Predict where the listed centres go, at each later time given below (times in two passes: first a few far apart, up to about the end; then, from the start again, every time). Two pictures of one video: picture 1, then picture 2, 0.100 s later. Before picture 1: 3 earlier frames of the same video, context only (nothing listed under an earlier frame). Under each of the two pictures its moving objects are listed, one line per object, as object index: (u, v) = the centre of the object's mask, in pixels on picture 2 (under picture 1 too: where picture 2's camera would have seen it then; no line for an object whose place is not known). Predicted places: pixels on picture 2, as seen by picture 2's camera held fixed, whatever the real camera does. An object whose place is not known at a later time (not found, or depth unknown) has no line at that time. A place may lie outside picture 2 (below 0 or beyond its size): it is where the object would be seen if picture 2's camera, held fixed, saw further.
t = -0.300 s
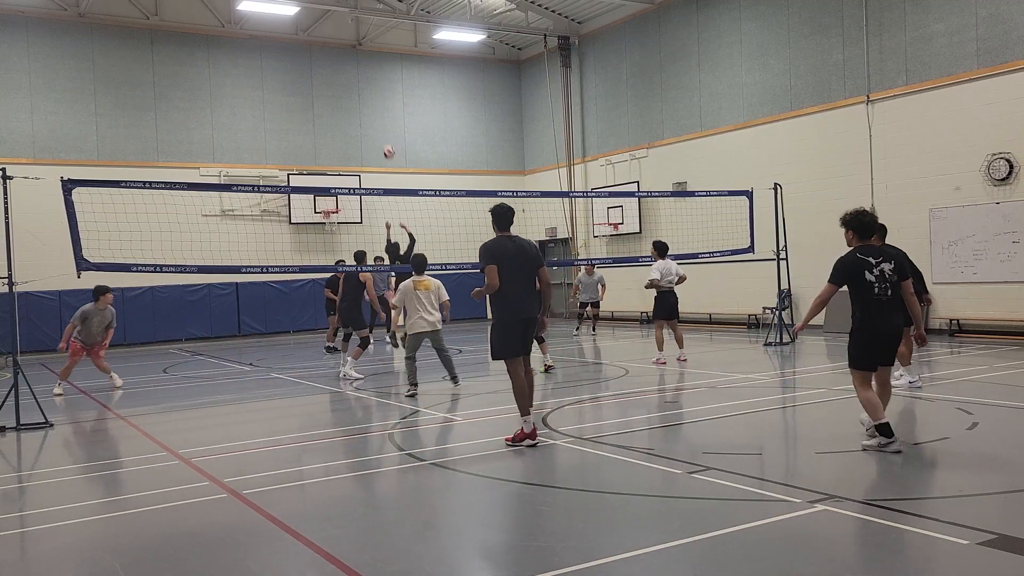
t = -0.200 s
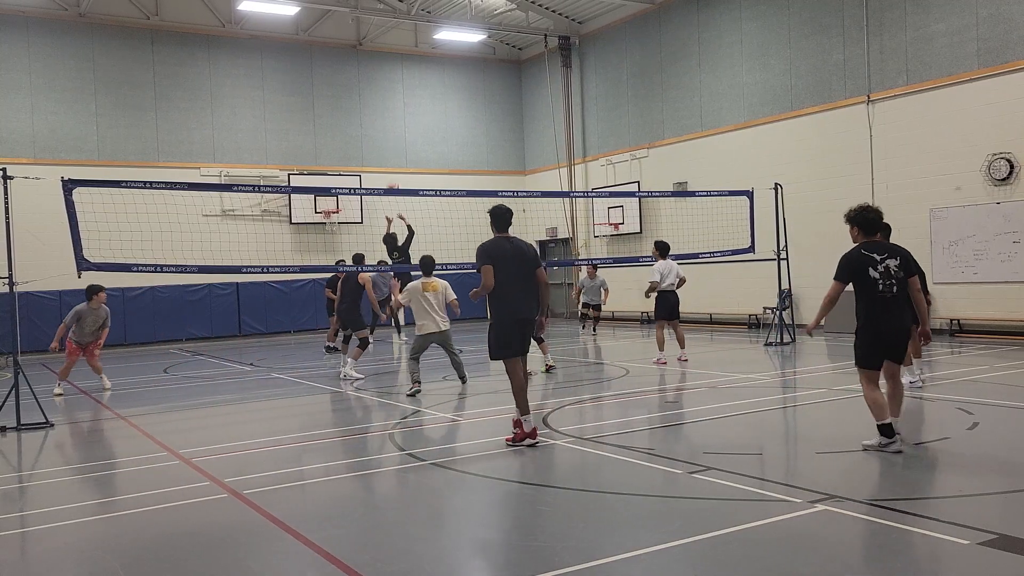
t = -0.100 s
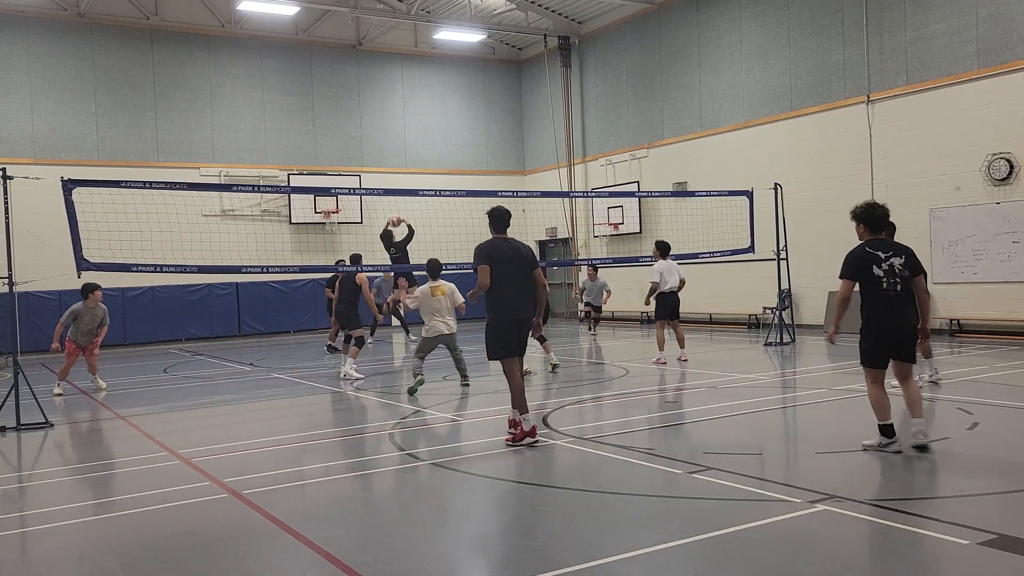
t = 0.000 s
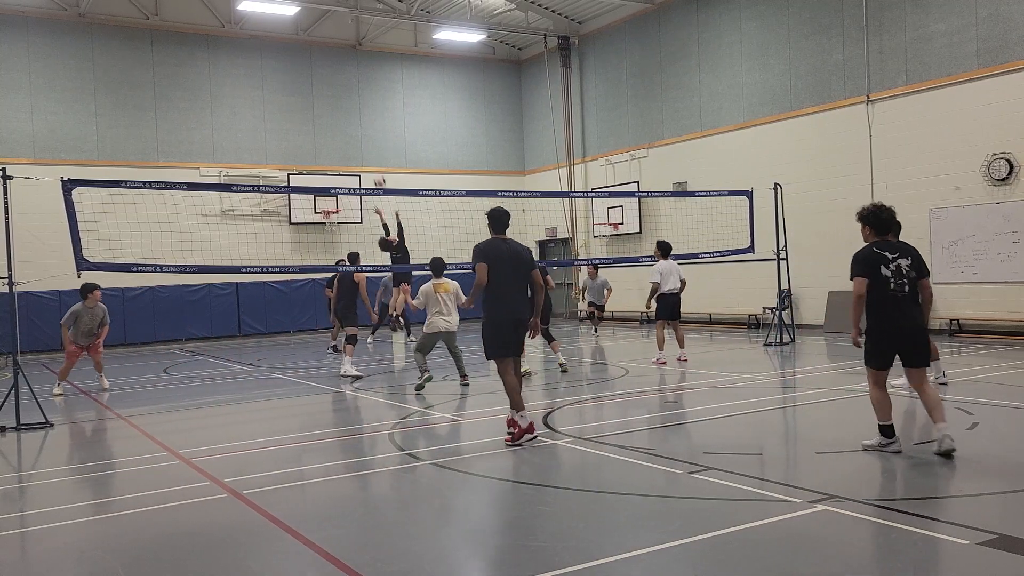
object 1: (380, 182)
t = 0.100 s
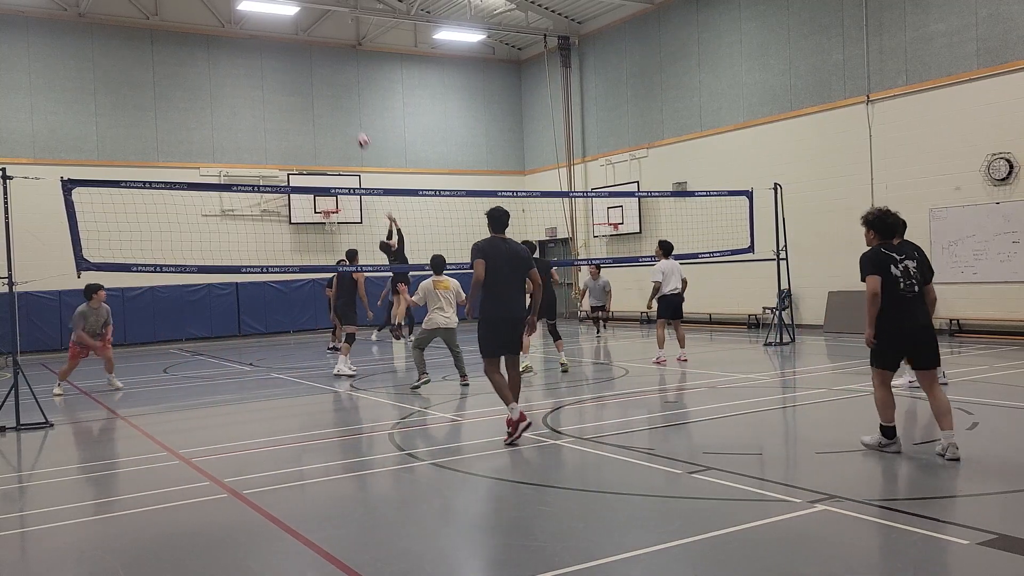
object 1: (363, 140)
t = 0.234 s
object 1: (342, 94)
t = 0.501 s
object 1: (301, 35)
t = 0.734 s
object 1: (265, 20)
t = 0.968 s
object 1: (227, 41)
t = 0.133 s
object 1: (357, 128)
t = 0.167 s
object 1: (352, 116)
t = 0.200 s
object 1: (347, 105)
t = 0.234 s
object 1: (342, 94)
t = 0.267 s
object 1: (337, 85)
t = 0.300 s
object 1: (332, 76)
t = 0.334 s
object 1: (327, 67)
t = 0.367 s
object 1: (321, 59)
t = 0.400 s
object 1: (317, 52)
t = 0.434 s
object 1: (311, 46)
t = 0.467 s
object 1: (306, 40)
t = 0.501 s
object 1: (301, 35)
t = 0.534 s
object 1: (296, 30)
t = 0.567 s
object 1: (291, 27)
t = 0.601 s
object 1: (286, 23)
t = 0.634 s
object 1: (280, 21)
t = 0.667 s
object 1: (275, 21)
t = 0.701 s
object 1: (270, 20)
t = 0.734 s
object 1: (265, 20)
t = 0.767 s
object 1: (260, 19)
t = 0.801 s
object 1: (254, 21)
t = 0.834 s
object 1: (248, 23)
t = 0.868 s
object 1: (243, 26)
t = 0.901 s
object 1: (238, 30)
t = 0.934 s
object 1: (233, 35)
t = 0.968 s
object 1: (227, 41)
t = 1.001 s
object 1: (222, 47)
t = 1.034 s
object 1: (217, 54)
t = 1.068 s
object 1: (212, 64)
